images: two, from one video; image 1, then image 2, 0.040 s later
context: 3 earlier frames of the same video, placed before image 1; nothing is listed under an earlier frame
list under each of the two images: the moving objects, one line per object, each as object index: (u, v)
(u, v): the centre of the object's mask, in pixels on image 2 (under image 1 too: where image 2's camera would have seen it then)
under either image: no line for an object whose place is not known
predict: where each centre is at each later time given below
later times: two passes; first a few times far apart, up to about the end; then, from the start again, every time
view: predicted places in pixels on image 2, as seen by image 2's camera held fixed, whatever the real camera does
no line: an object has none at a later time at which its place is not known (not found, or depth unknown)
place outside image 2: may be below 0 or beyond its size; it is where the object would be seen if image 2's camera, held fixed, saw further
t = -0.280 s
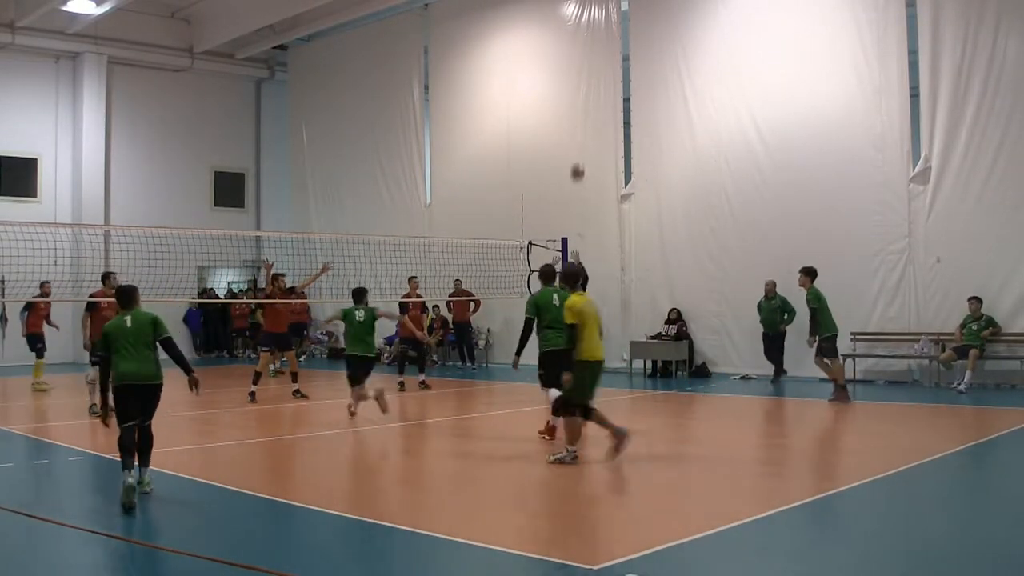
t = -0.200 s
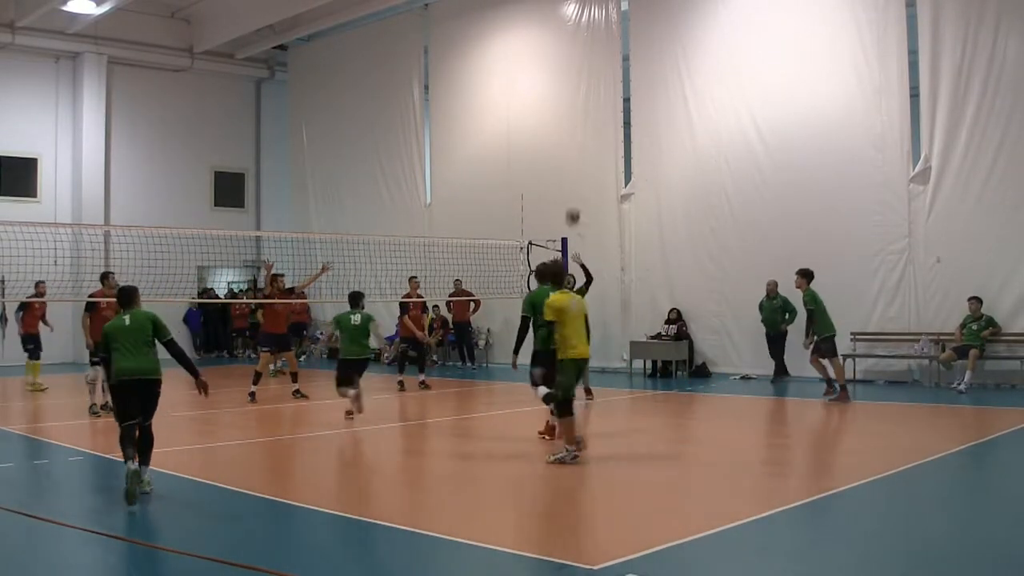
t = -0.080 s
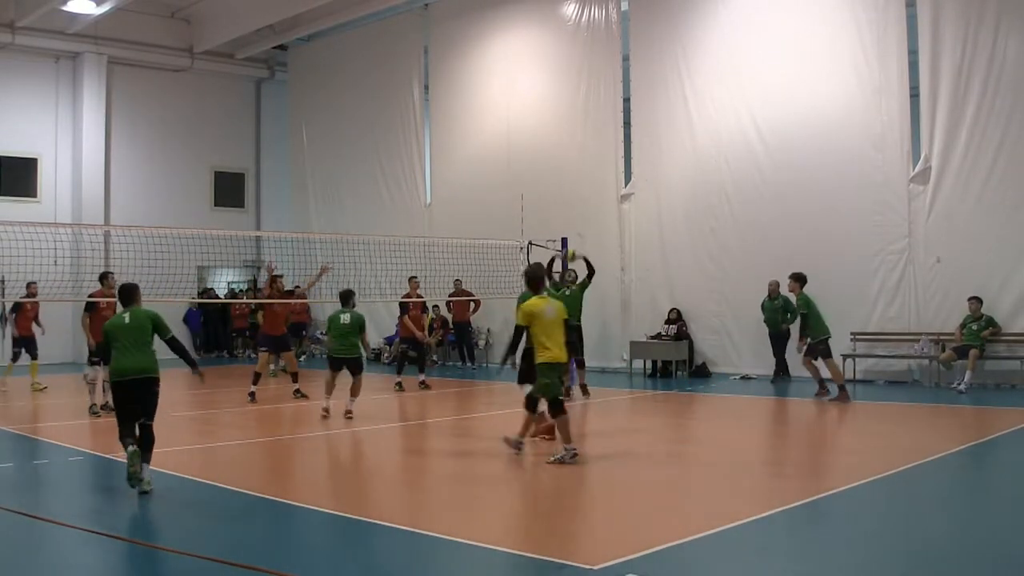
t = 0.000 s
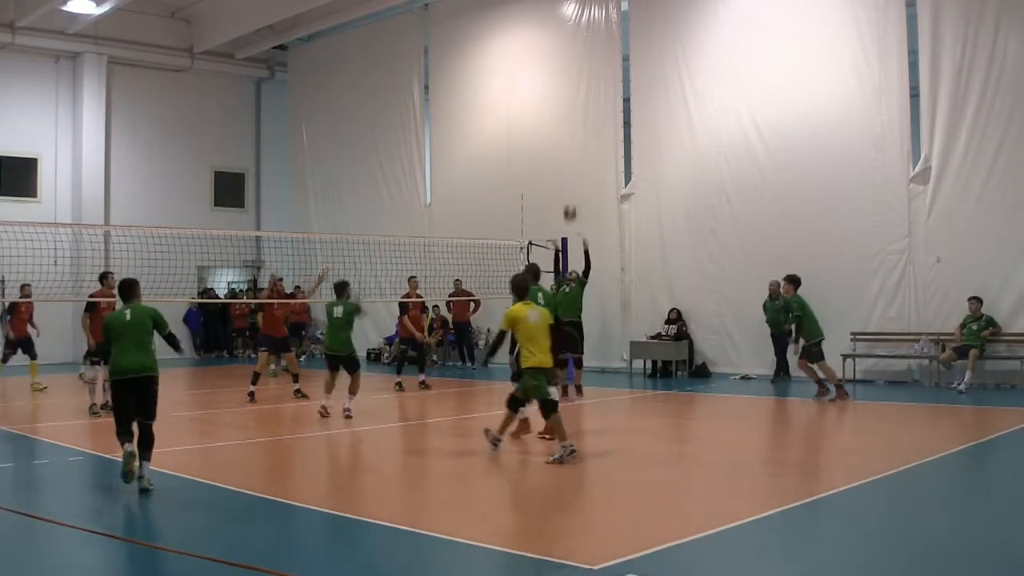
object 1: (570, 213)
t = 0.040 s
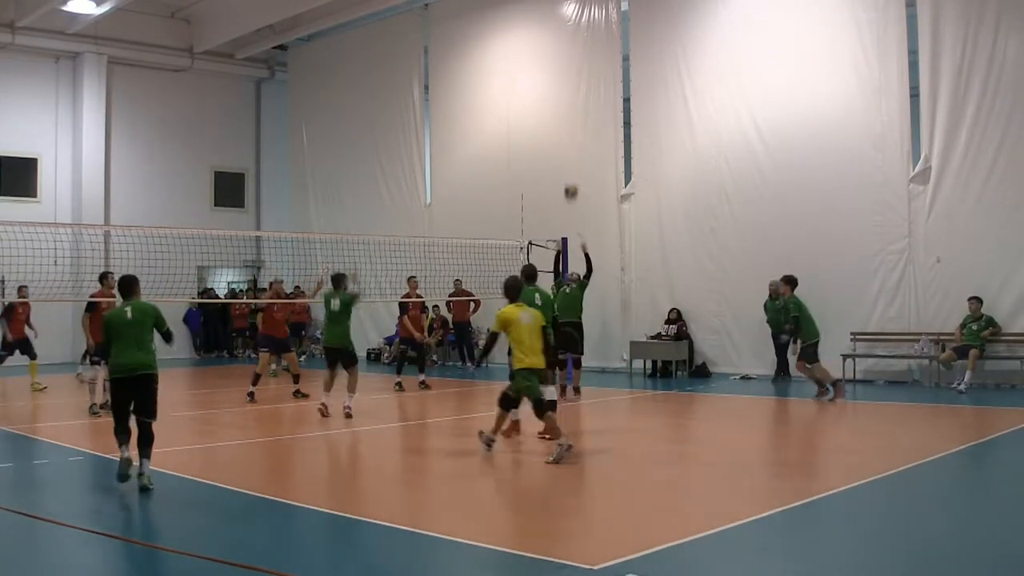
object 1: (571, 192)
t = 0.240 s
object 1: (574, 106)
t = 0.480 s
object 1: (576, 46)
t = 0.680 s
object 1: (580, 26)
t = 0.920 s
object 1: (583, 35)
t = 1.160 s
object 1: (588, 77)
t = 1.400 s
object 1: (593, 152)
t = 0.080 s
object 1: (572, 172)
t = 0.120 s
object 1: (572, 154)
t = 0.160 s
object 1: (573, 136)
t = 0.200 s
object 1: (573, 121)
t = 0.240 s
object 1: (574, 106)
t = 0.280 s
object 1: (574, 93)
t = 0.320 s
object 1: (575, 81)
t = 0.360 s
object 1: (575, 71)
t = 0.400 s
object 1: (575, 62)
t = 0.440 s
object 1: (576, 54)
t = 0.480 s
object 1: (576, 46)
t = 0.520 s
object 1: (577, 40)
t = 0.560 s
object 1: (578, 35)
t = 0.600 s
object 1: (579, 31)
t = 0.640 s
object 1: (579, 28)
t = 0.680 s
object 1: (580, 26)
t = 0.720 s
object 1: (580, 25)
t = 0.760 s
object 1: (581, 25)
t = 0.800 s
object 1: (581, 26)
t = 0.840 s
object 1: (582, 28)
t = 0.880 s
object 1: (583, 31)
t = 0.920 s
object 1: (583, 35)
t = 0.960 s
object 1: (584, 40)
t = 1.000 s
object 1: (585, 45)
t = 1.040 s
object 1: (586, 52)
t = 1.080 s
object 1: (586, 60)
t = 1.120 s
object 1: (587, 68)
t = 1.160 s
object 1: (588, 77)
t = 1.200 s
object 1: (589, 88)
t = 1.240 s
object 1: (590, 99)
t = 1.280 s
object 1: (590, 111)
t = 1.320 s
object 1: (592, 124)
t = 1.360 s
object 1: (593, 138)
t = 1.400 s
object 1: (593, 152)
